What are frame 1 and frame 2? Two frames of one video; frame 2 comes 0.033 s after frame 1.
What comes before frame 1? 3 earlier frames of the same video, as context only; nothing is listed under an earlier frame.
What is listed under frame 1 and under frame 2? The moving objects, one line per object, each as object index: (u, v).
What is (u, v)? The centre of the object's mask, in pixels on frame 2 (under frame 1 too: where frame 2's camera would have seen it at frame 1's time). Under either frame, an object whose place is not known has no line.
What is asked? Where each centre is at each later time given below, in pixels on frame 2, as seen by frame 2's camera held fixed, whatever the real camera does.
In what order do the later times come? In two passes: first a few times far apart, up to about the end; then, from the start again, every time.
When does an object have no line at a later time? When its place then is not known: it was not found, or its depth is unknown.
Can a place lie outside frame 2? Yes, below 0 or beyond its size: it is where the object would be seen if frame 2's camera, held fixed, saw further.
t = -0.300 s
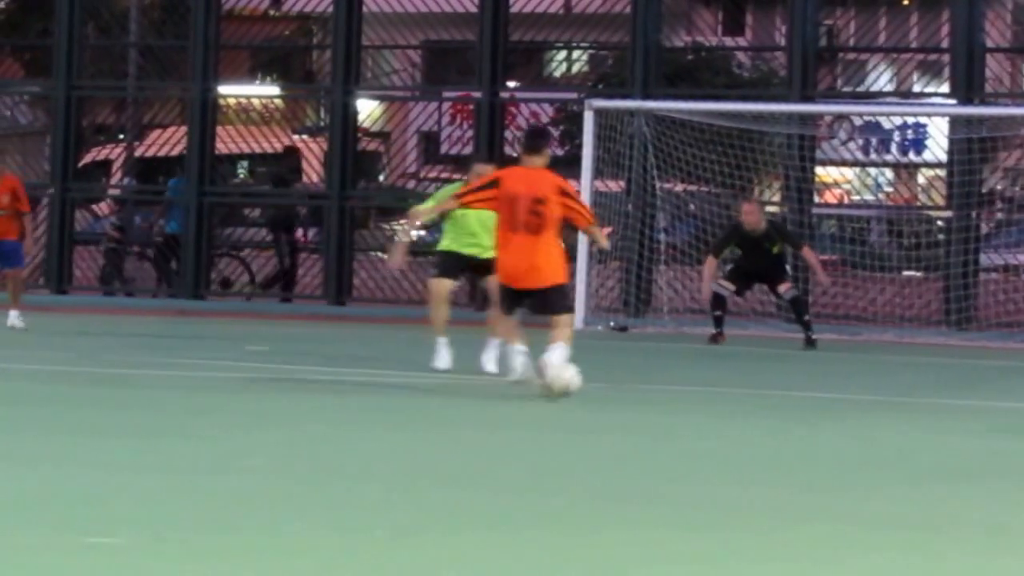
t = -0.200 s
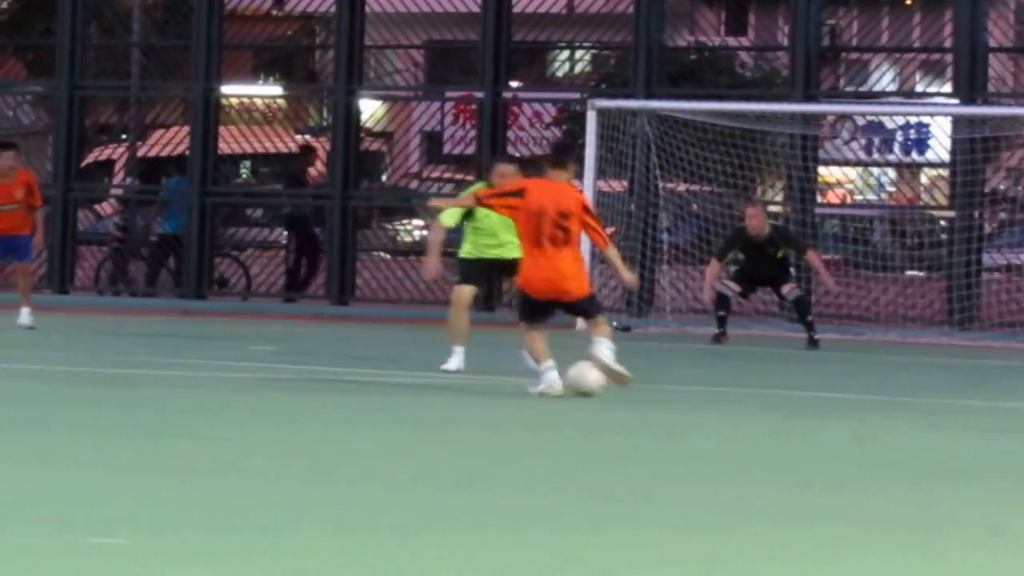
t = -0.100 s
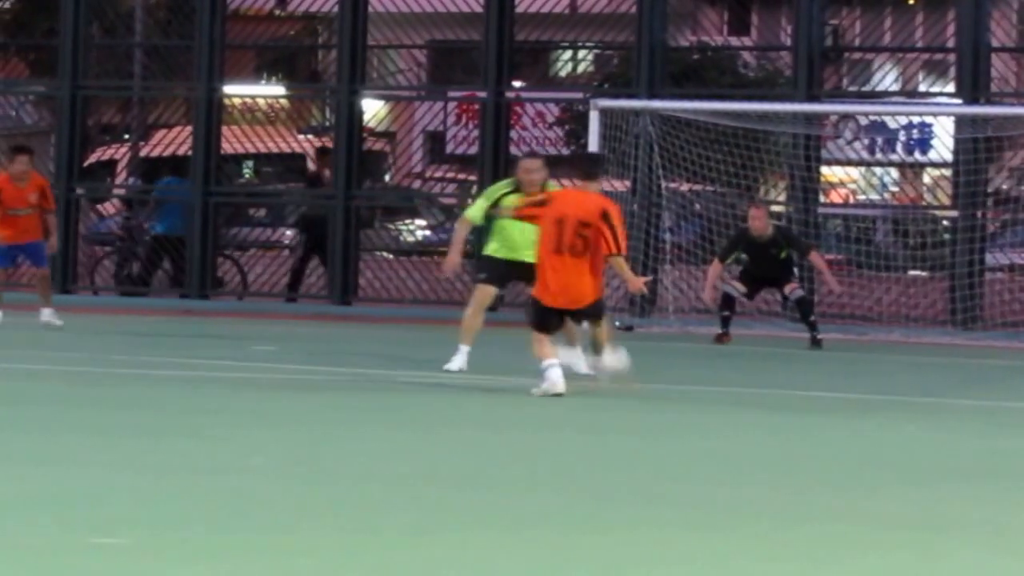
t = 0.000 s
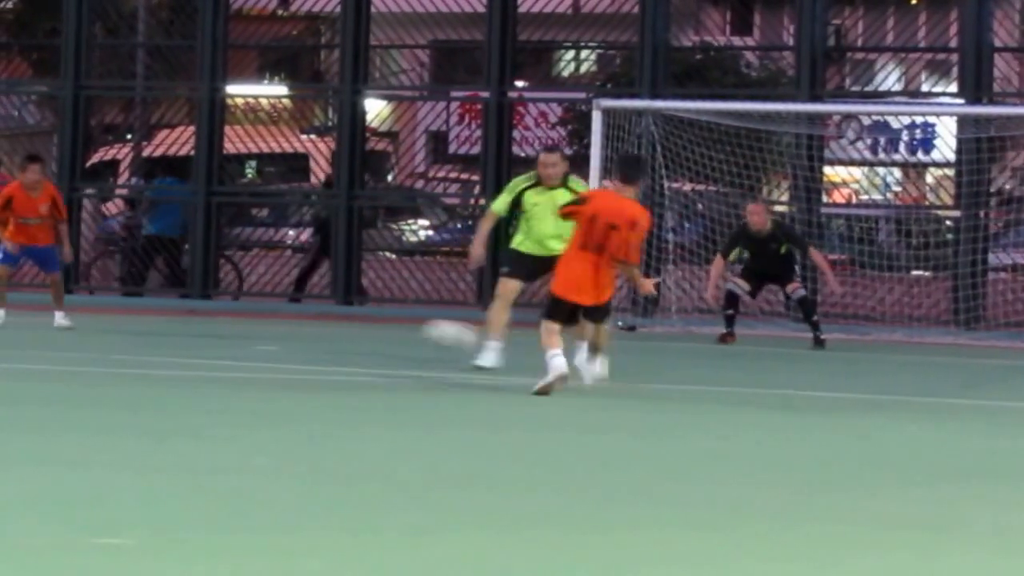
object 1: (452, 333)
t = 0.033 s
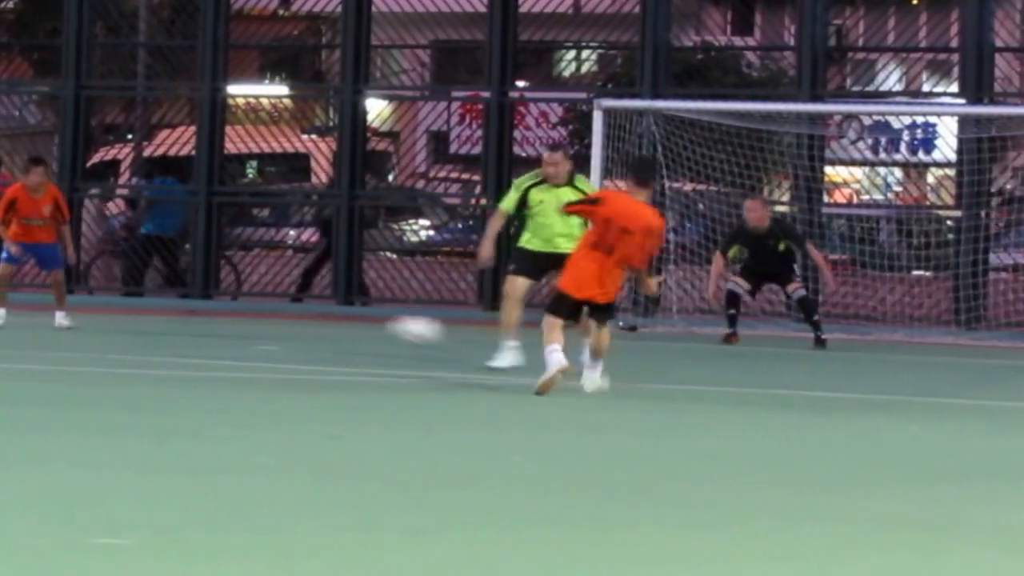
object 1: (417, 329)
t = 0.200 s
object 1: (246, 333)
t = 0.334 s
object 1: (151, 311)
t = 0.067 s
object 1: (381, 327)
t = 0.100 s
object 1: (346, 326)
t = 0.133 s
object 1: (313, 327)
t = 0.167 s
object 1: (279, 329)
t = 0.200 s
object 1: (246, 333)
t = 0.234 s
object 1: (218, 333)
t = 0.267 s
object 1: (195, 325)
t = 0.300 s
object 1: (172, 317)
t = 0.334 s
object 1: (151, 311)
